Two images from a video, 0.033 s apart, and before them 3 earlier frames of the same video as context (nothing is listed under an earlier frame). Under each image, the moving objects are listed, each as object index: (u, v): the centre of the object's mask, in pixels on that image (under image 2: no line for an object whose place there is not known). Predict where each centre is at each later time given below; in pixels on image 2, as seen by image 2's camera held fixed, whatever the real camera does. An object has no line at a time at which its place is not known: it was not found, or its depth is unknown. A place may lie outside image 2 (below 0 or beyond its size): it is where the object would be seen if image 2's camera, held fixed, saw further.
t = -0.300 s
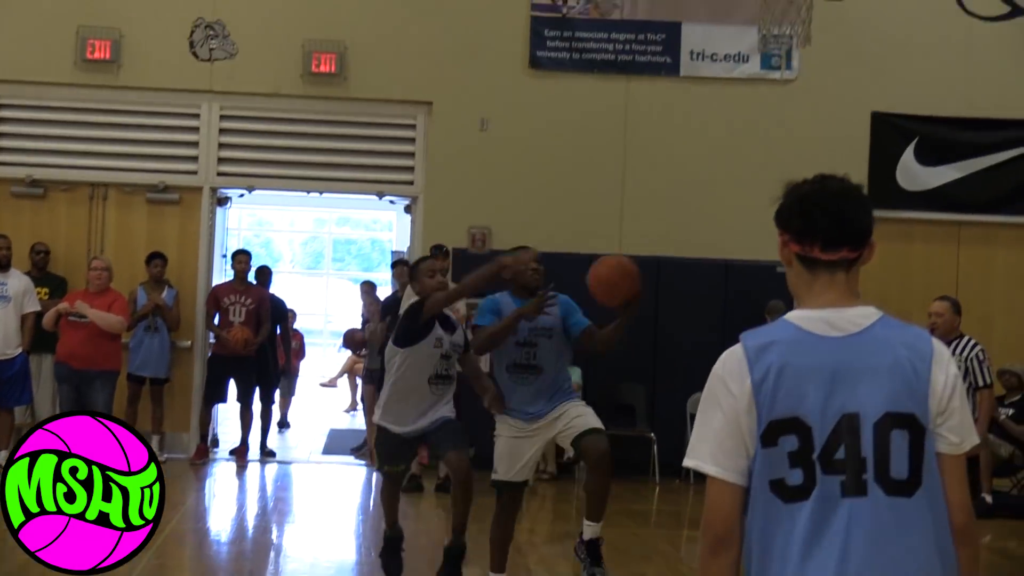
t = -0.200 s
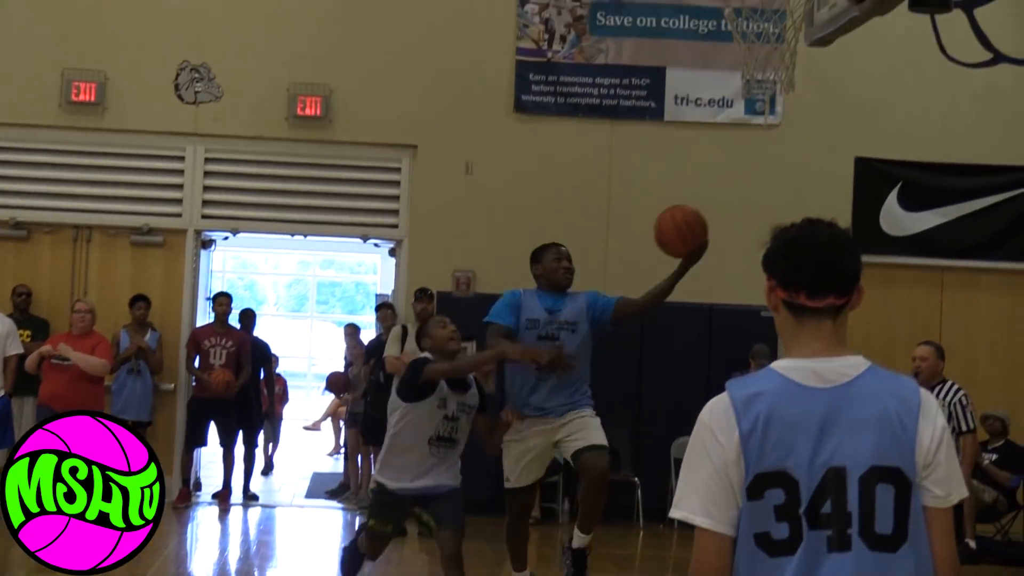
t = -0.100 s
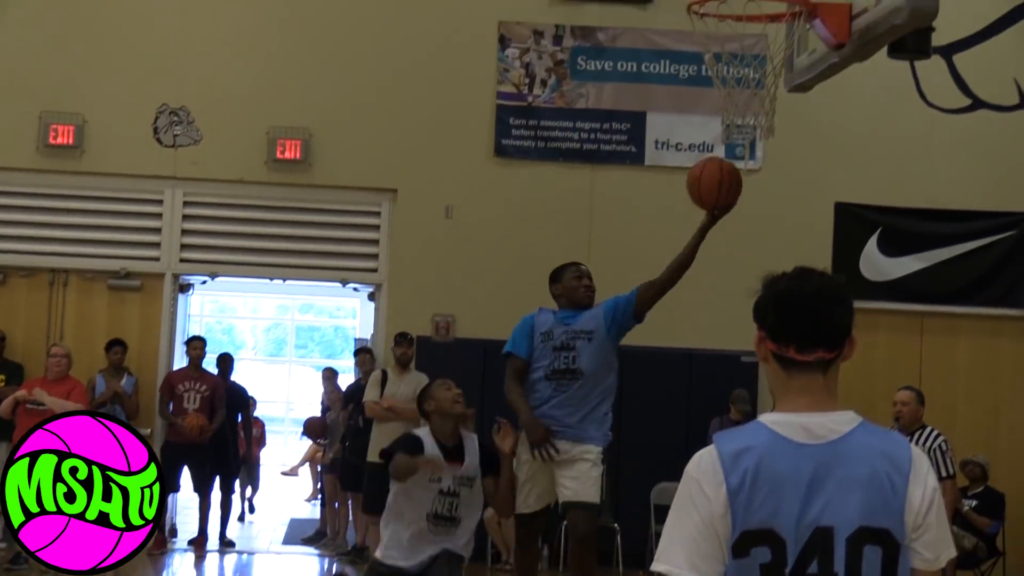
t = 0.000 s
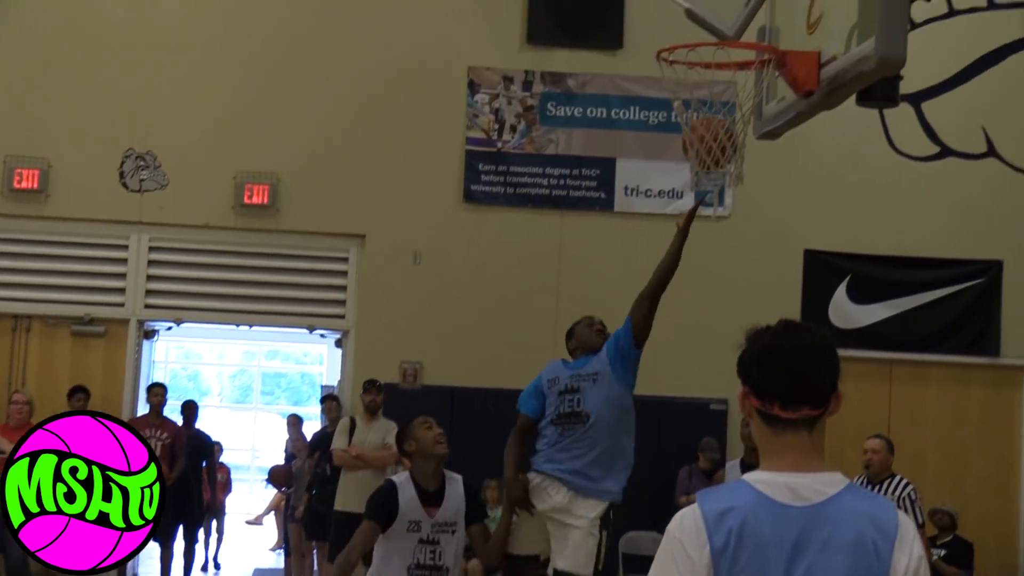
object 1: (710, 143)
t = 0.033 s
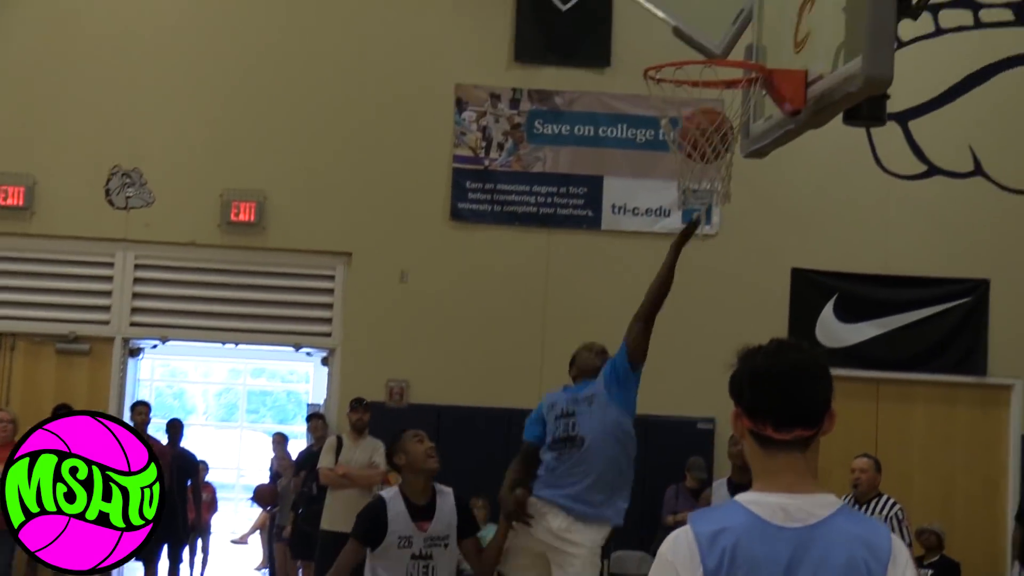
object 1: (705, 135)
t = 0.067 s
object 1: (713, 111)
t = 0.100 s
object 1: (720, 91)
